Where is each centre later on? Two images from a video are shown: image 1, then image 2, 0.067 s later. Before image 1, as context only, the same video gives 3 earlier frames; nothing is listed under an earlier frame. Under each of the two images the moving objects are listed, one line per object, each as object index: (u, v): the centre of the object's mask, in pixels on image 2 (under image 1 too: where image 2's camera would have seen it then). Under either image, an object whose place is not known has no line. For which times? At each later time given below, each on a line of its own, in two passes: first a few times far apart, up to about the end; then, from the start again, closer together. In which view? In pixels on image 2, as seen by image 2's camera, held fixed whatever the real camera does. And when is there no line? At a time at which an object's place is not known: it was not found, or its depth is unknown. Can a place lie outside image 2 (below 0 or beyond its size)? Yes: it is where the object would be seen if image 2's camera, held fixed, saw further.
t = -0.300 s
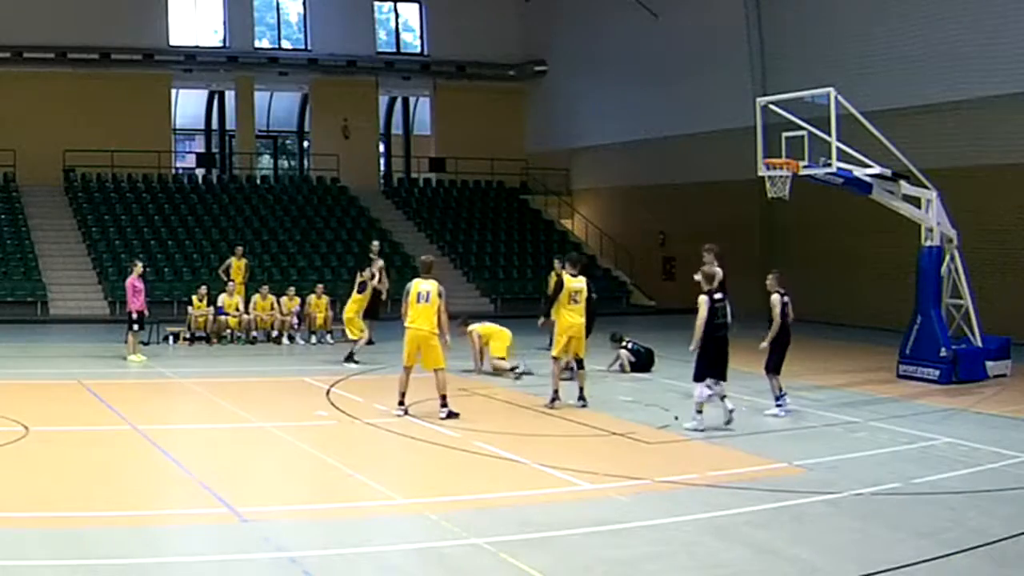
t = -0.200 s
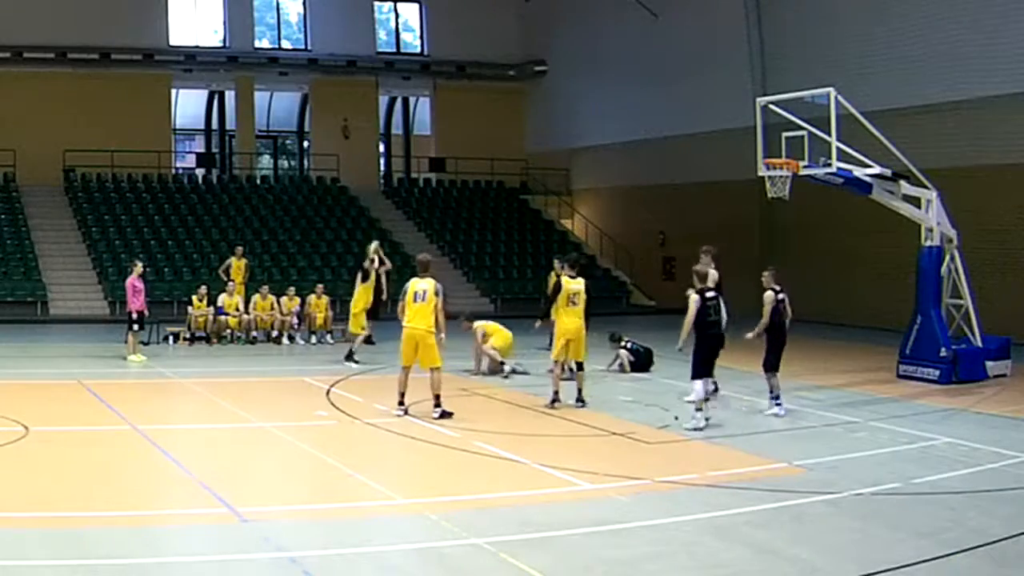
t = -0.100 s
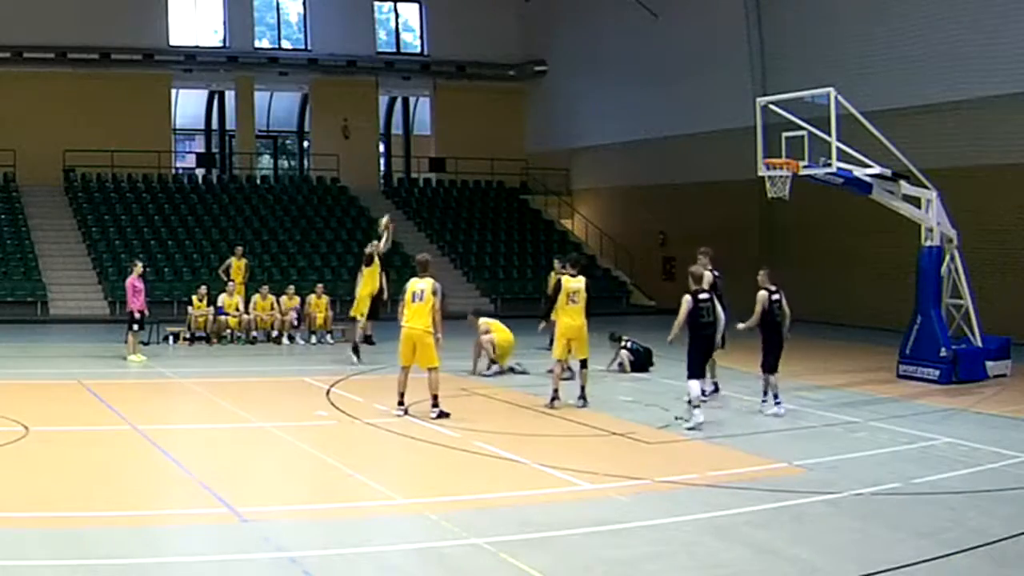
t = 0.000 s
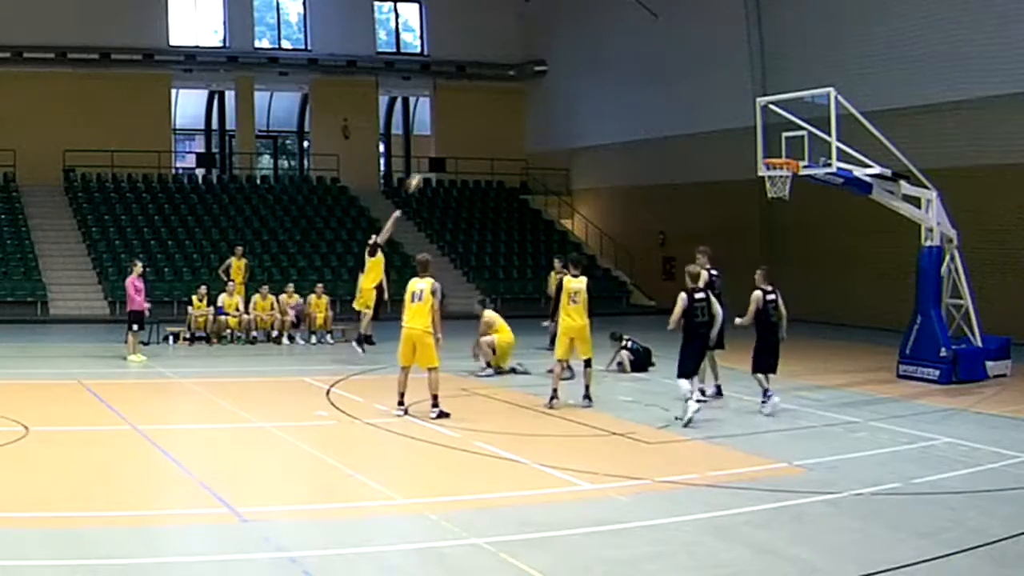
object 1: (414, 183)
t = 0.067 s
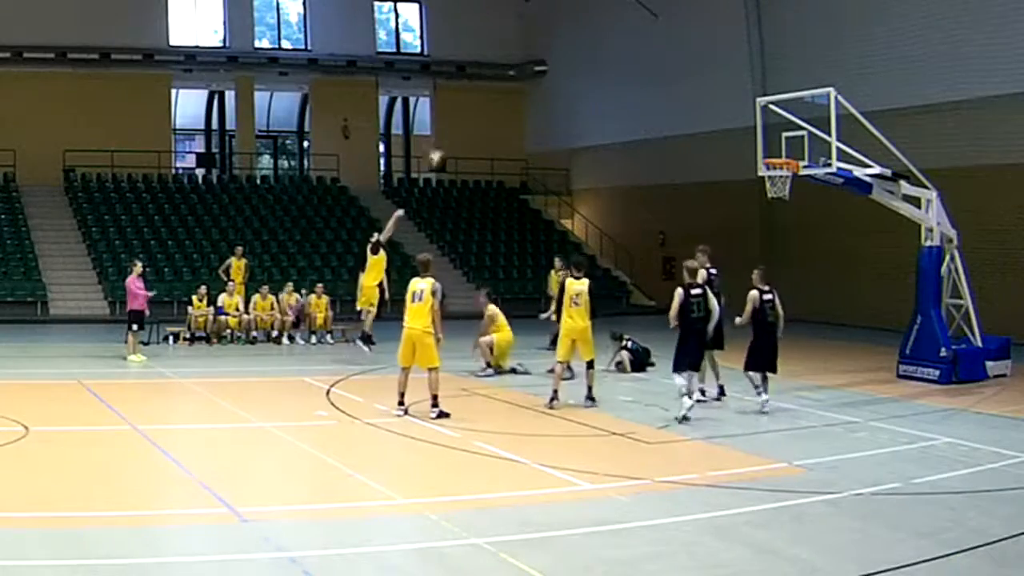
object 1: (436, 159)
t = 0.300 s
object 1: (509, 96)
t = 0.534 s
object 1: (583, 69)
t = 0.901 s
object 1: (705, 100)
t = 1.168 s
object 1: (786, 151)
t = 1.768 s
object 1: (746, 109)
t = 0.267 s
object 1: (497, 104)
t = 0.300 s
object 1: (509, 96)
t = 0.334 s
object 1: (519, 90)
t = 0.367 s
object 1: (529, 85)
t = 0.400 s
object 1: (540, 80)
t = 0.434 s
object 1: (551, 76)
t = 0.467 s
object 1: (561, 73)
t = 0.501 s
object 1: (572, 70)
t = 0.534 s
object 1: (583, 69)
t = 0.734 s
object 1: (648, 75)
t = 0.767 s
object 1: (659, 79)
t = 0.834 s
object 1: (681, 87)
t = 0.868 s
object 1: (692, 93)
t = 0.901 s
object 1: (705, 100)
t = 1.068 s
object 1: (760, 145)
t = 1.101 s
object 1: (771, 150)
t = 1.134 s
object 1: (779, 152)
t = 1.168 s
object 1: (786, 151)
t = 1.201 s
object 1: (785, 144)
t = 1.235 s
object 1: (781, 135)
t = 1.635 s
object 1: (754, 96)
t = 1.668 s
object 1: (751, 97)
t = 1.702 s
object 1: (748, 100)
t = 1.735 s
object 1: (747, 103)
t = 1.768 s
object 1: (746, 109)
